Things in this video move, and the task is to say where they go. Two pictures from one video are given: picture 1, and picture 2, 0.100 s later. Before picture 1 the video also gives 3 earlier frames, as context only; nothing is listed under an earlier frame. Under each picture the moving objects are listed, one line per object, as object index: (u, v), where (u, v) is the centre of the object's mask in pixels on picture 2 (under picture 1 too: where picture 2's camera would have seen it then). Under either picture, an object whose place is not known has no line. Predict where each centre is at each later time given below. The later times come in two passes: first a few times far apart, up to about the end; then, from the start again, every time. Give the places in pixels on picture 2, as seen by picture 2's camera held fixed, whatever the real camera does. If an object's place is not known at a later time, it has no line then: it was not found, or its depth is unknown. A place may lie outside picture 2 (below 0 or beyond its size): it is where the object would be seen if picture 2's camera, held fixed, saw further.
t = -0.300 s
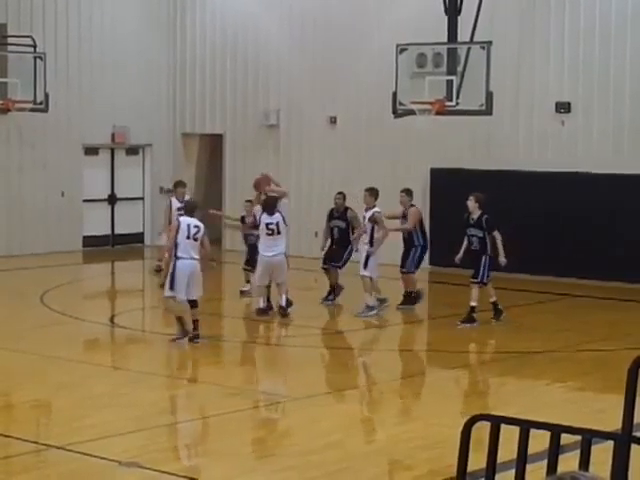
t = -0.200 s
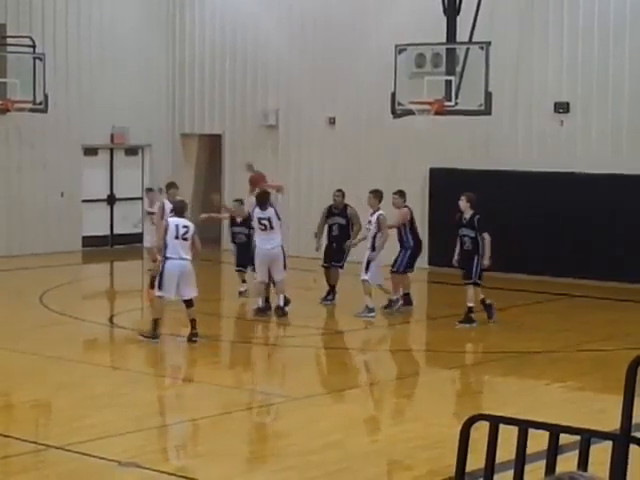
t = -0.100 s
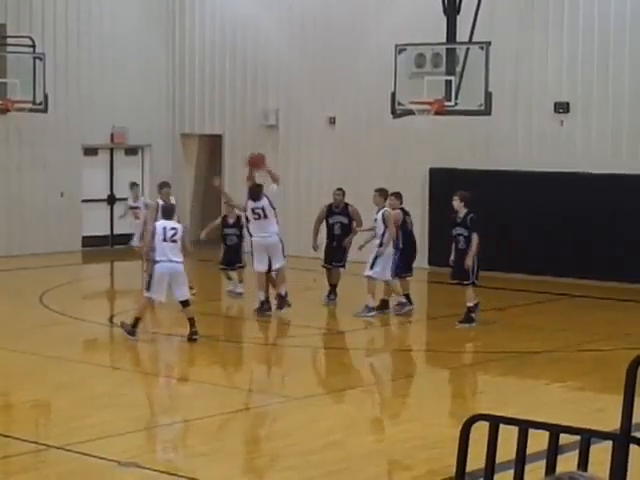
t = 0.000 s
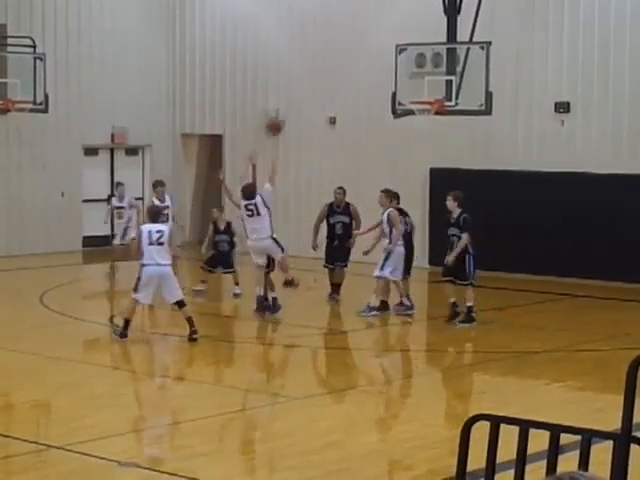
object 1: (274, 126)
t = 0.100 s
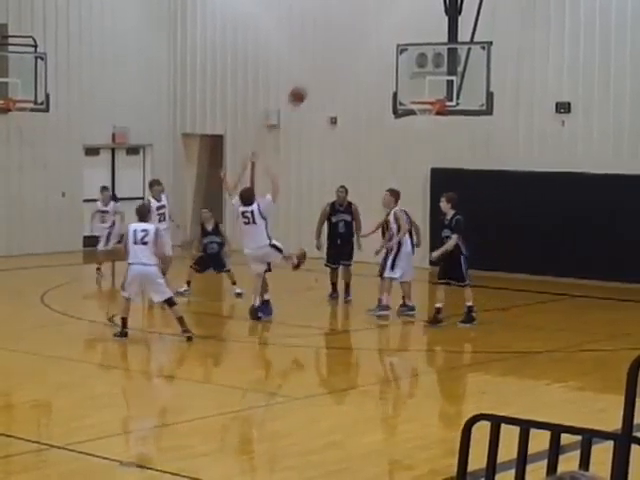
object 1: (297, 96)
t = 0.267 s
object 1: (331, 64)
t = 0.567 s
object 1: (388, 55)
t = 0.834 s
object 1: (433, 97)
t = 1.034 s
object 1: (464, 147)
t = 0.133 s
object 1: (304, 87)
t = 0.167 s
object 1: (311, 81)
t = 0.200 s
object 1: (318, 74)
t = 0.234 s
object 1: (325, 68)
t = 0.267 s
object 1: (331, 64)
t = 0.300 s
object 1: (338, 60)
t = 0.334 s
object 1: (345, 56)
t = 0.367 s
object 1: (351, 54)
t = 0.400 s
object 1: (358, 52)
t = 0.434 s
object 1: (364, 52)
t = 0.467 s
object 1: (370, 52)
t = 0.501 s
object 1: (376, 52)
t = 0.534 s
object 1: (382, 54)
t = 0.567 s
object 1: (388, 55)
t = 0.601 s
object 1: (393, 58)
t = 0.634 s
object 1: (399, 62)
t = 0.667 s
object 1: (406, 67)
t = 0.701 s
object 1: (411, 71)
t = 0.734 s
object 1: (417, 76)
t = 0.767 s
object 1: (422, 83)
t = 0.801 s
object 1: (427, 89)
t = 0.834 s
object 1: (433, 97)
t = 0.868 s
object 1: (439, 106)
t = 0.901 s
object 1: (441, 111)
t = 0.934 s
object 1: (448, 119)
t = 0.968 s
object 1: (453, 128)
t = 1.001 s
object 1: (458, 138)
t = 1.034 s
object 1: (464, 147)
